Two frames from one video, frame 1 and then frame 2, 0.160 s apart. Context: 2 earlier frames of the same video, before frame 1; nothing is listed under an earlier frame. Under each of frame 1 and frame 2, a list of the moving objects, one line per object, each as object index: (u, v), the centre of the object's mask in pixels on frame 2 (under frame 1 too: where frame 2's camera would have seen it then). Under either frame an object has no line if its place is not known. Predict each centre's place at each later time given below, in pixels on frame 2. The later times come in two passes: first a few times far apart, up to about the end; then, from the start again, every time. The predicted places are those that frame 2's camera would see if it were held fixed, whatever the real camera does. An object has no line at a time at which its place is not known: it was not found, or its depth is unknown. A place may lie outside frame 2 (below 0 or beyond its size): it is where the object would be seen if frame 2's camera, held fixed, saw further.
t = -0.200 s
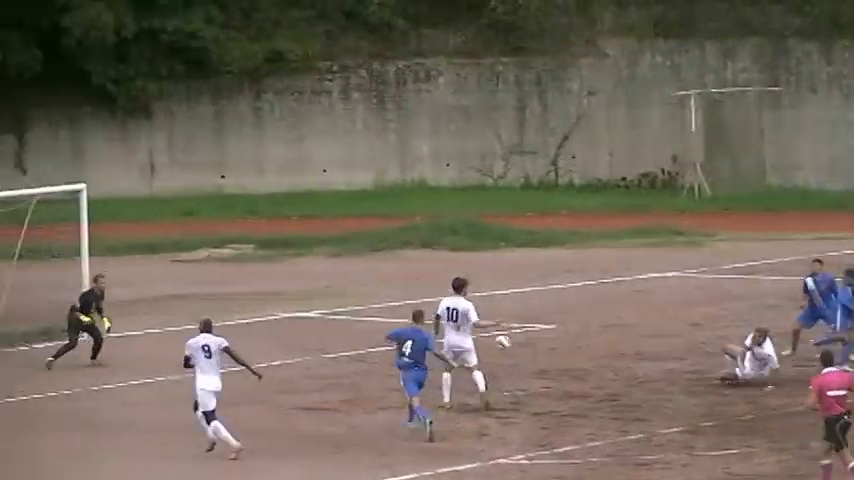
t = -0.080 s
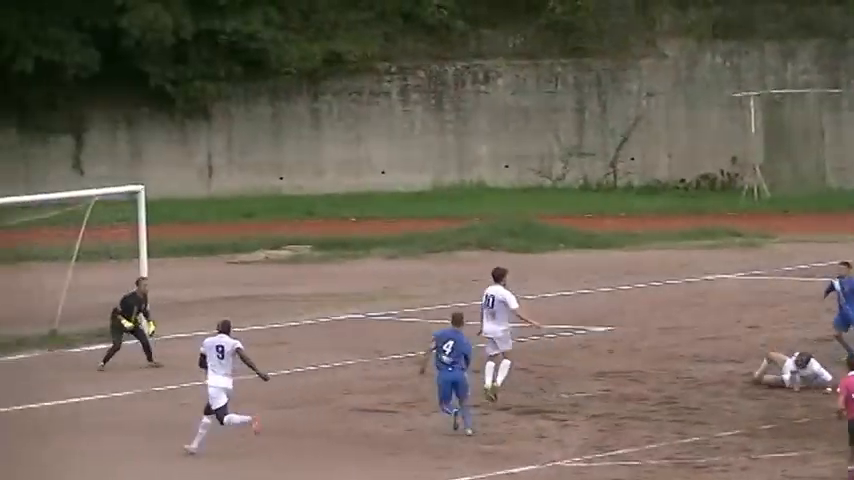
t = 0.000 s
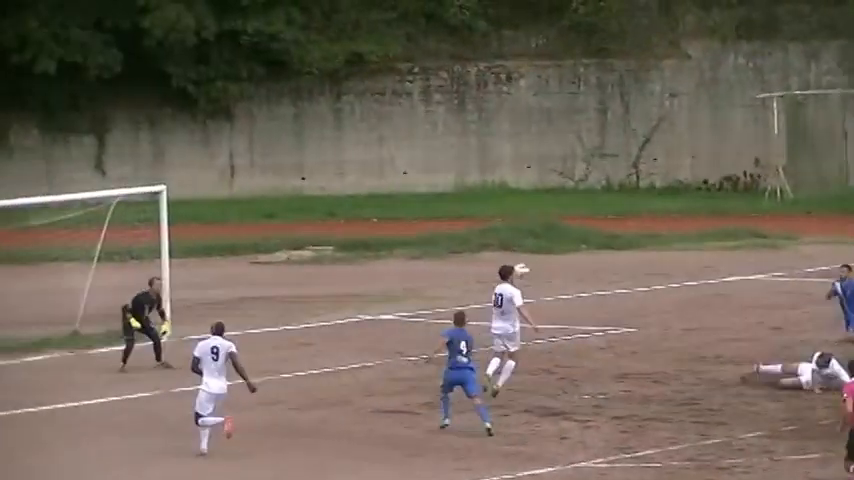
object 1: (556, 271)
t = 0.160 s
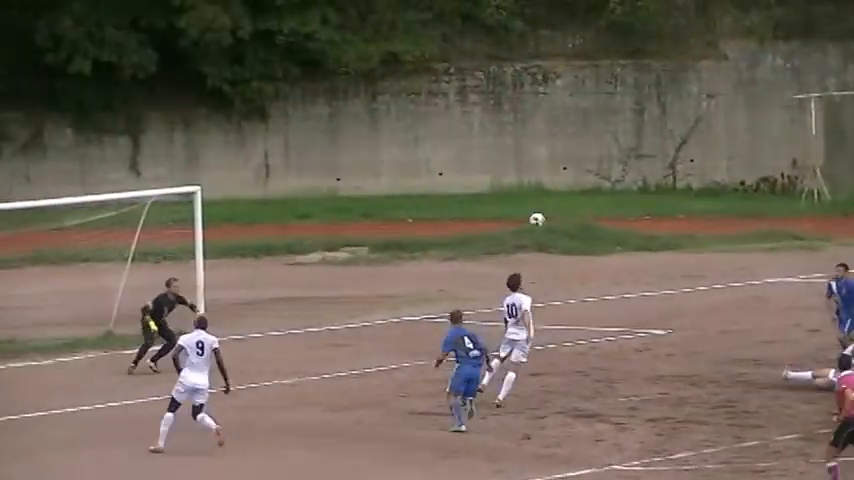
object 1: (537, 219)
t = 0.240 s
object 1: (527, 200)
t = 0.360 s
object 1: (512, 181)
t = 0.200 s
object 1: (531, 209)
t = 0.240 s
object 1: (527, 200)
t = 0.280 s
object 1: (522, 193)
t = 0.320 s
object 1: (517, 186)
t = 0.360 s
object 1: (512, 181)
